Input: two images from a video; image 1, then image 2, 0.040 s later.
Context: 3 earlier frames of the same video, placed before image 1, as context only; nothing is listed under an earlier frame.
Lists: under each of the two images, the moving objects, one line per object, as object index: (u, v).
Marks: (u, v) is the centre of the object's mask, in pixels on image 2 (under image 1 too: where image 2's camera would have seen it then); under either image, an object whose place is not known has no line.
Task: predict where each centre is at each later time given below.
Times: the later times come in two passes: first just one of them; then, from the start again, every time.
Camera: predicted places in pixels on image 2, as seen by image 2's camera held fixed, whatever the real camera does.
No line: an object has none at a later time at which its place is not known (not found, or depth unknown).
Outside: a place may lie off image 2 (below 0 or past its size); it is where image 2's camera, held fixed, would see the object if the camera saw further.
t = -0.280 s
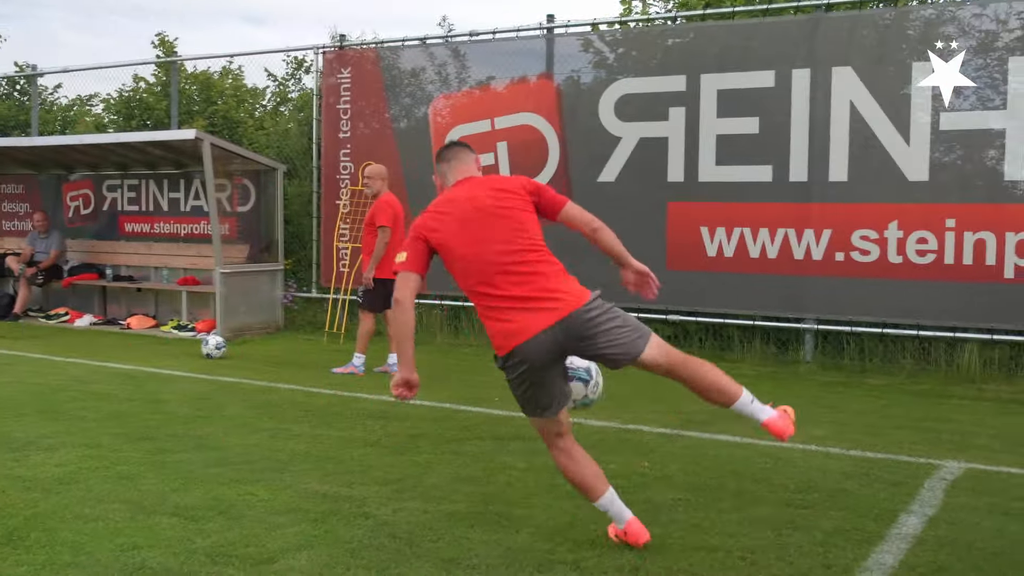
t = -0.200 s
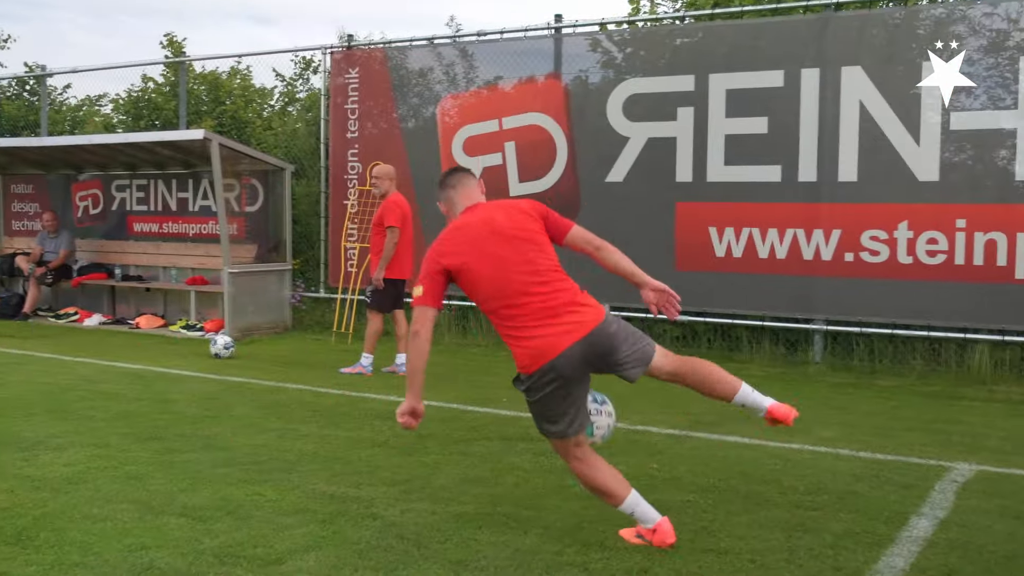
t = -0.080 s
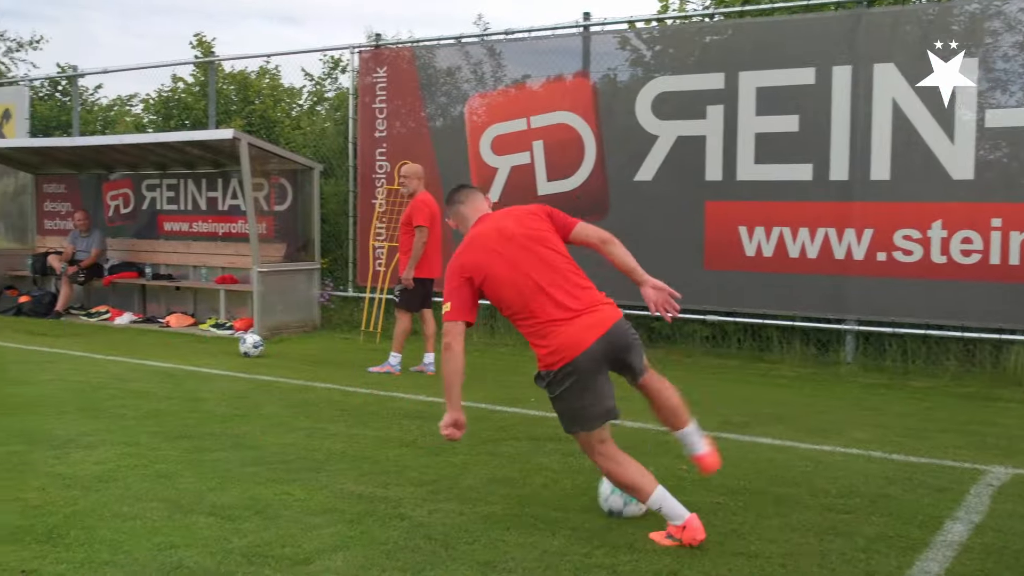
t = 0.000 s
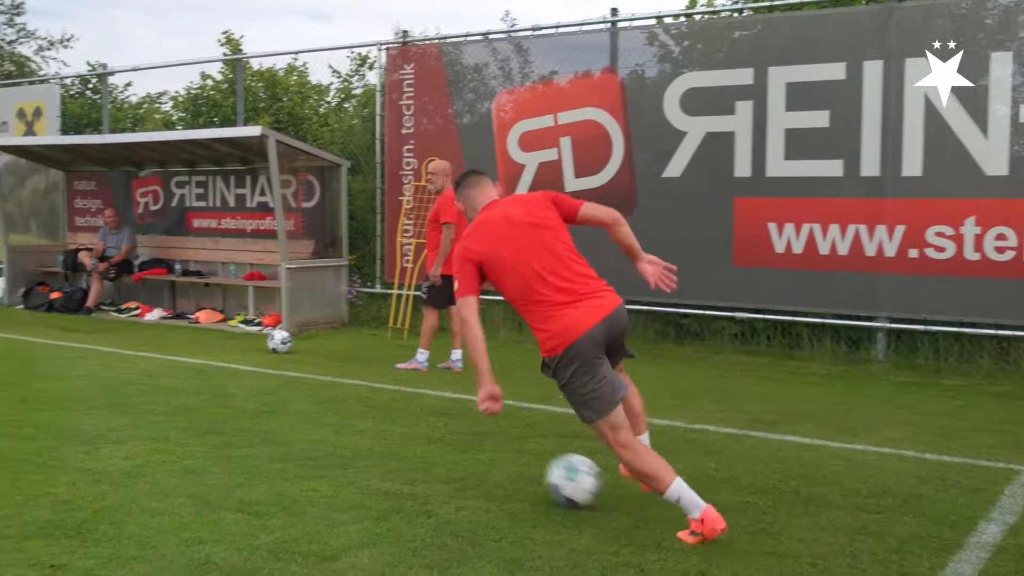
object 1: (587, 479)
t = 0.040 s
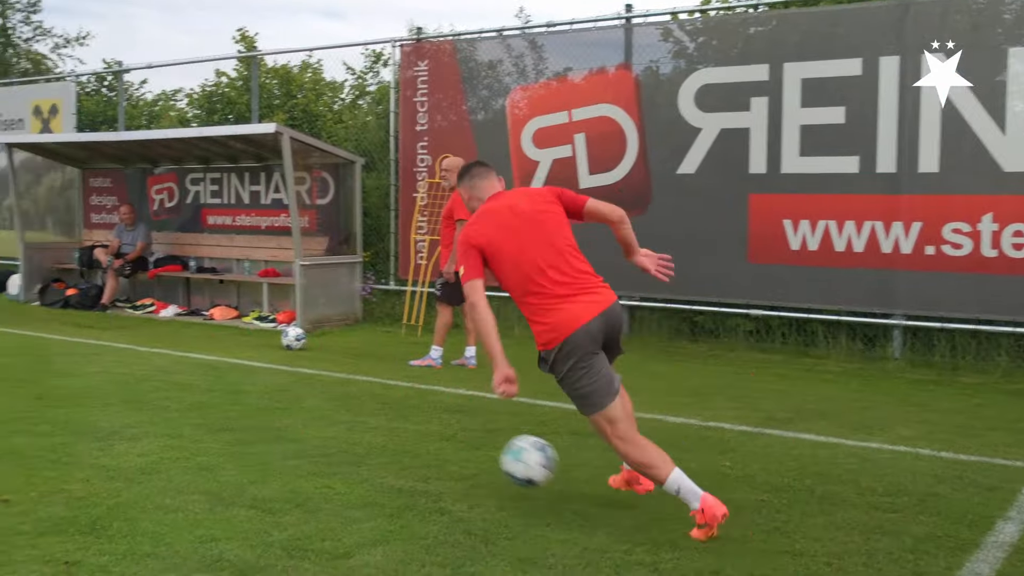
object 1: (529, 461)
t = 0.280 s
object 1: (193, 438)
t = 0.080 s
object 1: (470, 447)
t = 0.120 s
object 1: (413, 438)
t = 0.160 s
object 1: (356, 433)
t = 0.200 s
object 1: (301, 431)
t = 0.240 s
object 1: (246, 433)
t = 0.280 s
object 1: (193, 438)
